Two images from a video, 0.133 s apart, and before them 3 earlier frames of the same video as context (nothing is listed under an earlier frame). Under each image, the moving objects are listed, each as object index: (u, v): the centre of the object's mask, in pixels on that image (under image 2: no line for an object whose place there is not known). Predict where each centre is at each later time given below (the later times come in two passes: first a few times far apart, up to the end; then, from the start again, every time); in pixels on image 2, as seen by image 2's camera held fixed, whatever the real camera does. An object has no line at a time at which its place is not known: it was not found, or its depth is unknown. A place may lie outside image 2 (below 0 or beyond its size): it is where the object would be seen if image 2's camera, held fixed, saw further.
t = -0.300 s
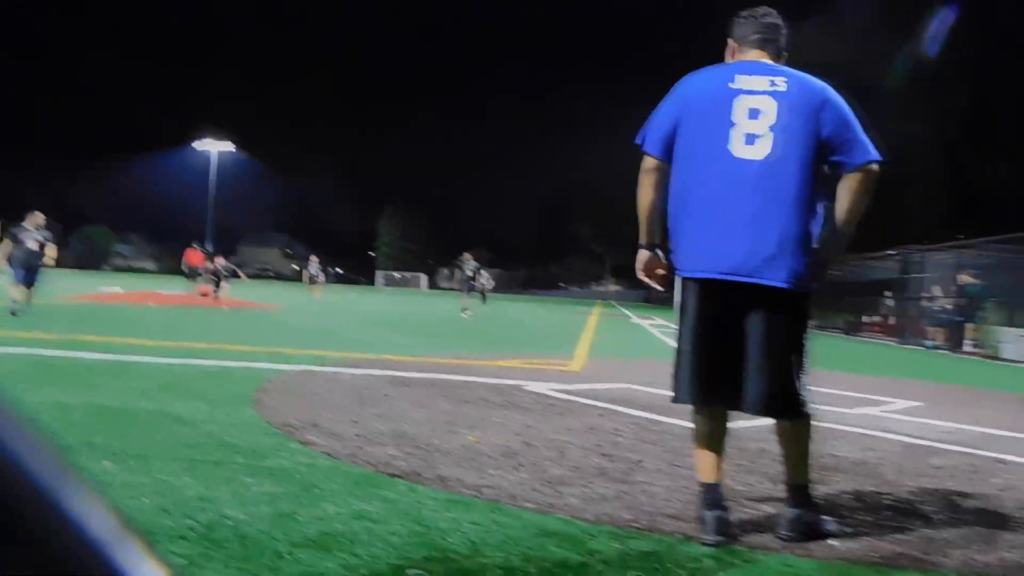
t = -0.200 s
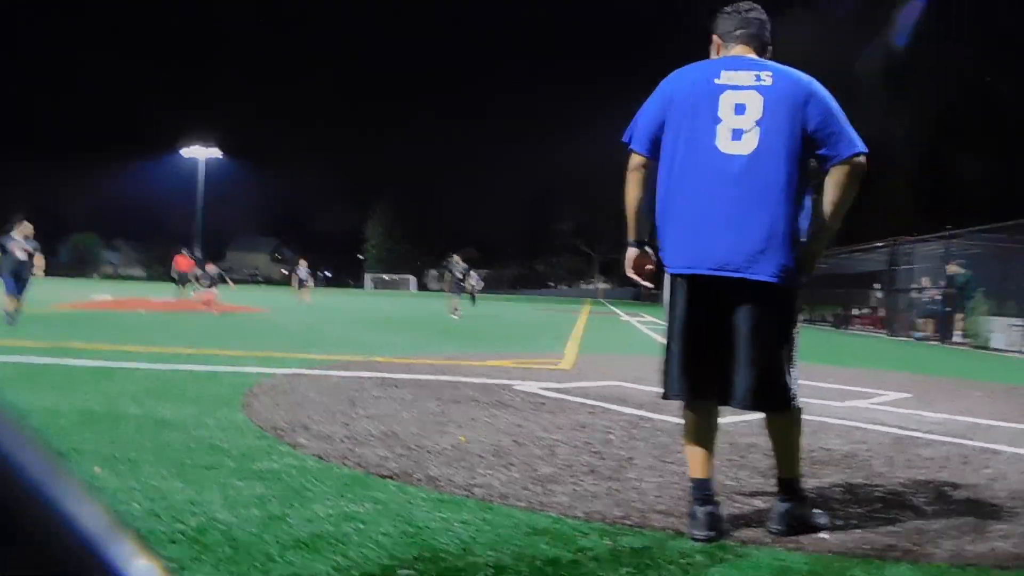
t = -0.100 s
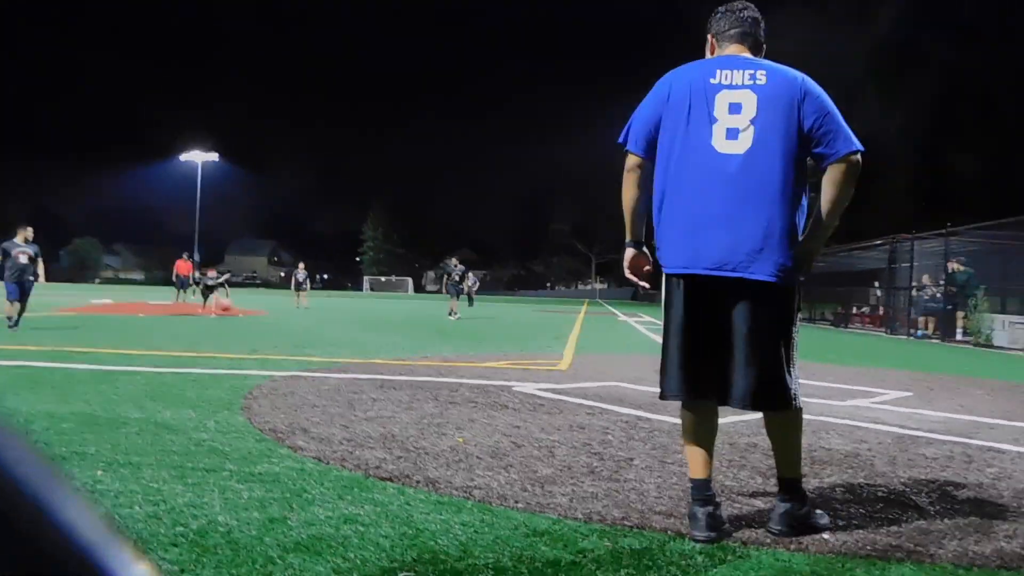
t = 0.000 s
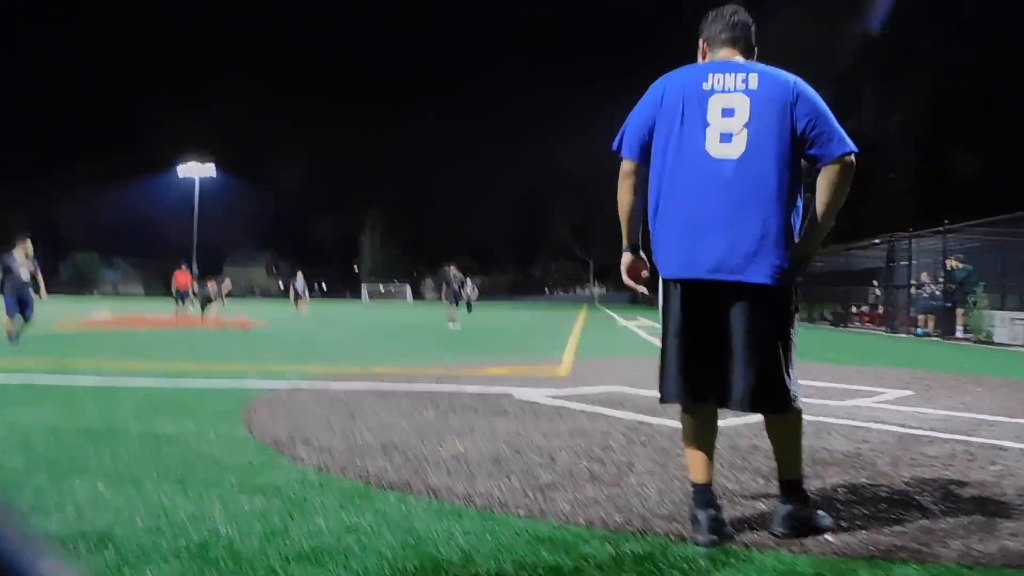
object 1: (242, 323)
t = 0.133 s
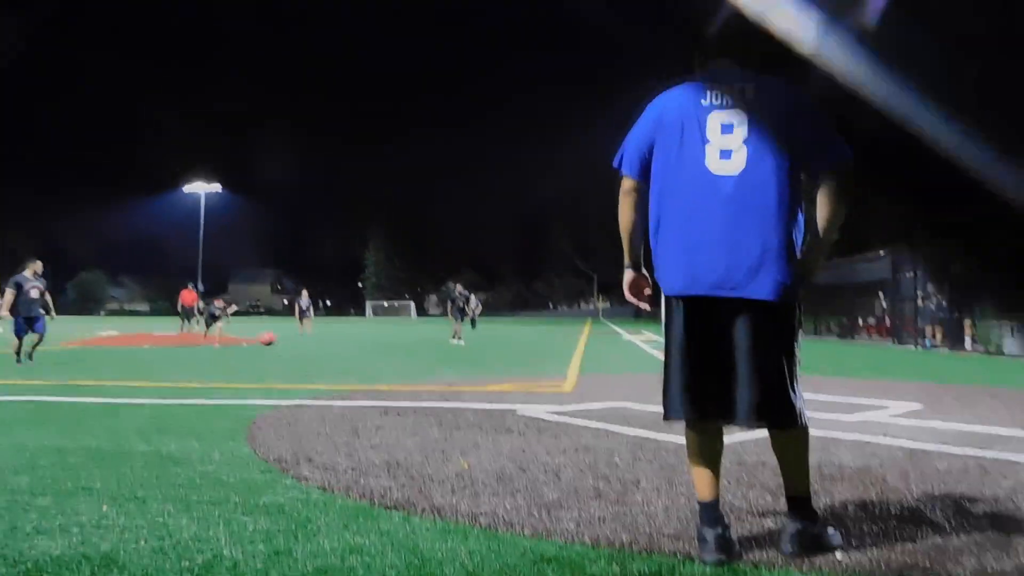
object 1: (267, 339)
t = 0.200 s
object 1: (275, 336)
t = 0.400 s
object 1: (303, 337)
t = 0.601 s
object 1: (335, 346)
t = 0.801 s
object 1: (369, 351)
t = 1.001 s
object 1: (408, 349)
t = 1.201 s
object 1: (451, 353)
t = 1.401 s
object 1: (493, 360)
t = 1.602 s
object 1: (540, 363)
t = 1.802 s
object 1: (591, 368)
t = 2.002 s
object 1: (650, 372)
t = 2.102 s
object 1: (683, 374)
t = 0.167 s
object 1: (272, 336)
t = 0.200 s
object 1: (275, 336)
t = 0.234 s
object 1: (279, 334)
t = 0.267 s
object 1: (284, 333)
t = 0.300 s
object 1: (289, 333)
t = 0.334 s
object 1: (293, 334)
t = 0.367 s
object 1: (297, 335)
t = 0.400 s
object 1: (303, 337)
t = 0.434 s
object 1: (308, 339)
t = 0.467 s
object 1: (314, 342)
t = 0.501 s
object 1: (318, 346)
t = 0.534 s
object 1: (323, 349)
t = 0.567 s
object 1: (328, 347)
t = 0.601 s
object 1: (335, 346)
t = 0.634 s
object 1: (341, 345)
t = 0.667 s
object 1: (346, 345)
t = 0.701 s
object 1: (351, 346)
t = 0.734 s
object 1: (357, 346)
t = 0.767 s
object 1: (363, 348)
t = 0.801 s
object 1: (369, 351)
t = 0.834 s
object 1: (375, 353)
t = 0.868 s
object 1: (381, 351)
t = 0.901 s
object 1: (388, 349)
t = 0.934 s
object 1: (394, 348)
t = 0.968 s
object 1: (401, 348)
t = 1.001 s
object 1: (408, 349)
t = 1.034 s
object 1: (414, 350)
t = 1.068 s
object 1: (422, 352)
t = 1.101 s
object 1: (430, 354)
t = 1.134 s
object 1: (437, 356)
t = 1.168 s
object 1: (444, 355)
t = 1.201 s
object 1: (451, 353)
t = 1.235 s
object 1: (458, 352)
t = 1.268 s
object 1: (465, 352)
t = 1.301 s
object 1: (472, 353)
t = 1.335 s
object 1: (479, 354)
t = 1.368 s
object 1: (487, 357)
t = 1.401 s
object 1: (493, 360)
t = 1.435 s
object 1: (500, 362)
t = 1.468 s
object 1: (508, 362)
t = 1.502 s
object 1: (516, 362)
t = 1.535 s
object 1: (524, 363)
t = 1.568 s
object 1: (532, 363)
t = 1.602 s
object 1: (540, 363)
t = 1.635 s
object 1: (548, 363)
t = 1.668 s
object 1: (556, 365)
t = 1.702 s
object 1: (564, 366)
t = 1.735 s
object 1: (573, 368)
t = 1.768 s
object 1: (583, 368)
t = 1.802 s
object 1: (591, 368)
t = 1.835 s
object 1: (600, 368)
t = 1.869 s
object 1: (609, 369)
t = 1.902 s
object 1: (620, 370)
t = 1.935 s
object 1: (630, 371)
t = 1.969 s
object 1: (640, 371)
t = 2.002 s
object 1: (650, 372)
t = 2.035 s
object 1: (659, 373)
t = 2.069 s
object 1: (670, 374)
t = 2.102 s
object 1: (683, 374)
